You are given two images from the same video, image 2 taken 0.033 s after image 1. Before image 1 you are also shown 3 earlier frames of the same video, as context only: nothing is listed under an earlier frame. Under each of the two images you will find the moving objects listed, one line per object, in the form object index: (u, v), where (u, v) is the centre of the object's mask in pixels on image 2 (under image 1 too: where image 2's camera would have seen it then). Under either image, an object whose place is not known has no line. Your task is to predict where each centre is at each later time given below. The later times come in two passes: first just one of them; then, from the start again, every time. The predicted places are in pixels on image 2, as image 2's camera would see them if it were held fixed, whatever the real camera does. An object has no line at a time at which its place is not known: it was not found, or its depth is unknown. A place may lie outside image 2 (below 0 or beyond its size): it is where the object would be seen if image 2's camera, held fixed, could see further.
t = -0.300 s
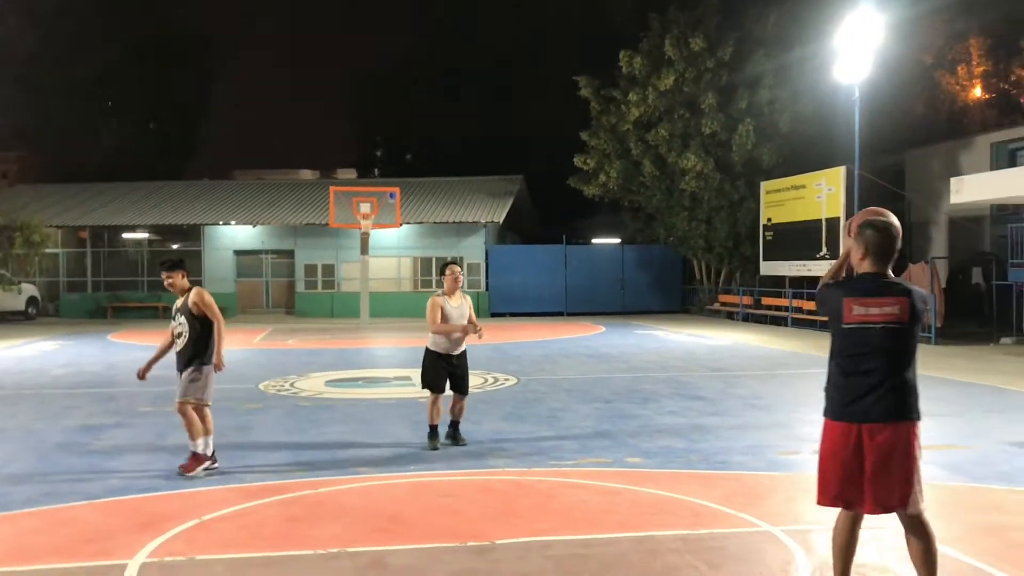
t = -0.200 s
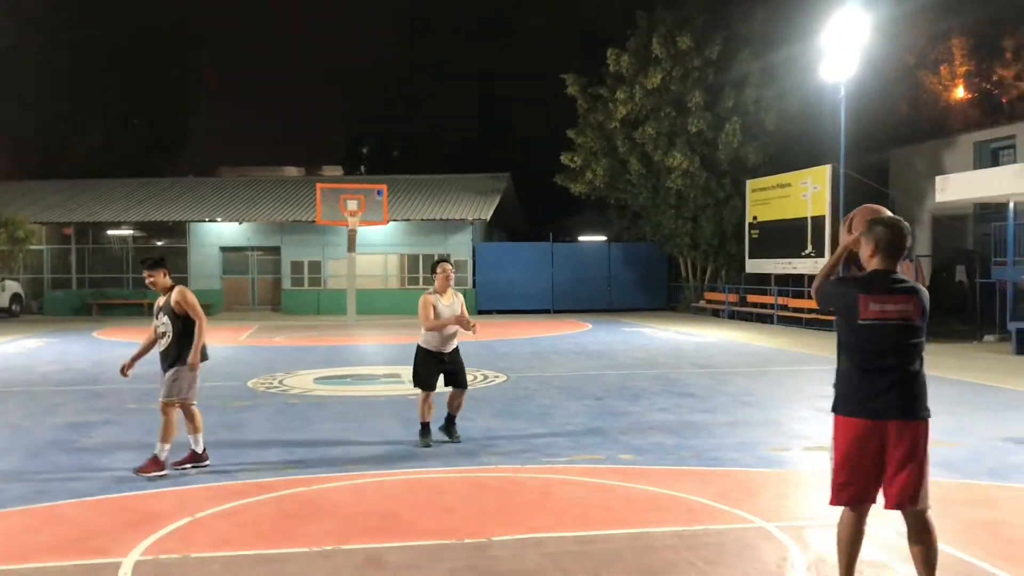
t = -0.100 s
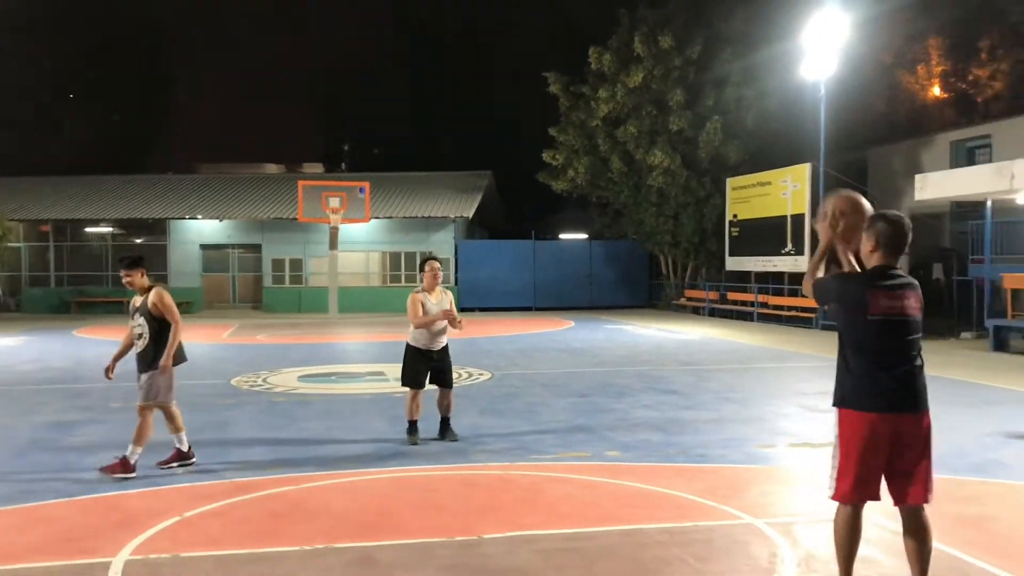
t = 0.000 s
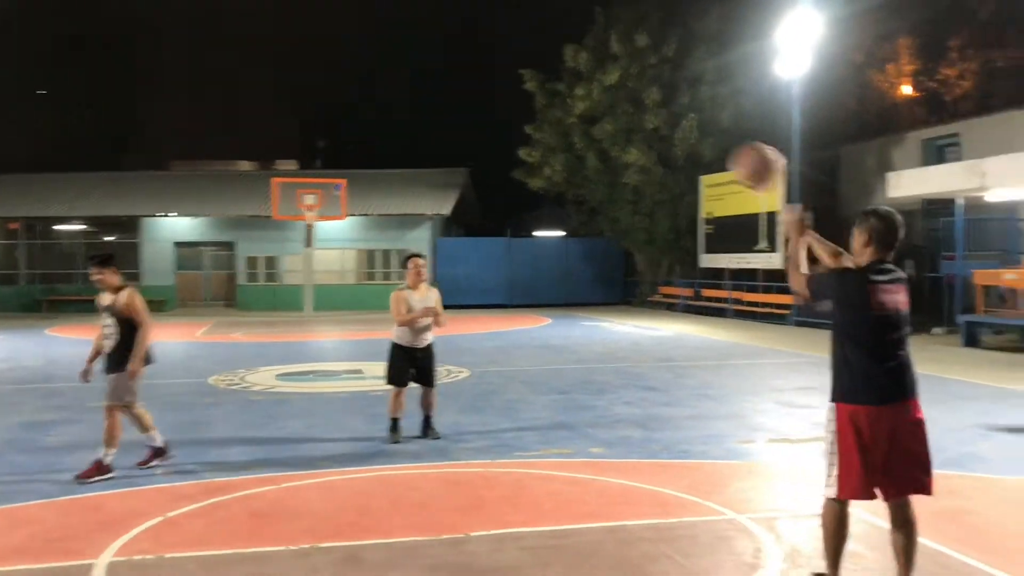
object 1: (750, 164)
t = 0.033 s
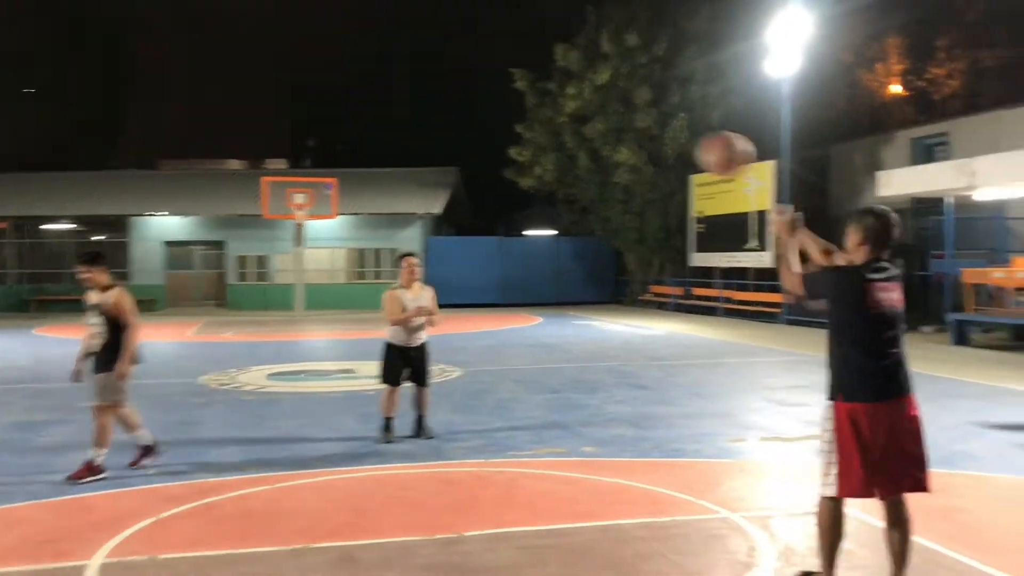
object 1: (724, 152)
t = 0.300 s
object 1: (585, 137)
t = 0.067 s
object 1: (703, 146)
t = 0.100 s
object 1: (684, 140)
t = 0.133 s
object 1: (666, 135)
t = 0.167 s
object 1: (648, 132)
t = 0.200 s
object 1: (630, 132)
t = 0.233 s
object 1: (614, 132)
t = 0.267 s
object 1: (599, 133)
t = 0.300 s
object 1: (585, 137)
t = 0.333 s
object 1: (572, 141)
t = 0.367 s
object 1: (557, 147)
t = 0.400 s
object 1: (546, 154)
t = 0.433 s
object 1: (534, 163)
